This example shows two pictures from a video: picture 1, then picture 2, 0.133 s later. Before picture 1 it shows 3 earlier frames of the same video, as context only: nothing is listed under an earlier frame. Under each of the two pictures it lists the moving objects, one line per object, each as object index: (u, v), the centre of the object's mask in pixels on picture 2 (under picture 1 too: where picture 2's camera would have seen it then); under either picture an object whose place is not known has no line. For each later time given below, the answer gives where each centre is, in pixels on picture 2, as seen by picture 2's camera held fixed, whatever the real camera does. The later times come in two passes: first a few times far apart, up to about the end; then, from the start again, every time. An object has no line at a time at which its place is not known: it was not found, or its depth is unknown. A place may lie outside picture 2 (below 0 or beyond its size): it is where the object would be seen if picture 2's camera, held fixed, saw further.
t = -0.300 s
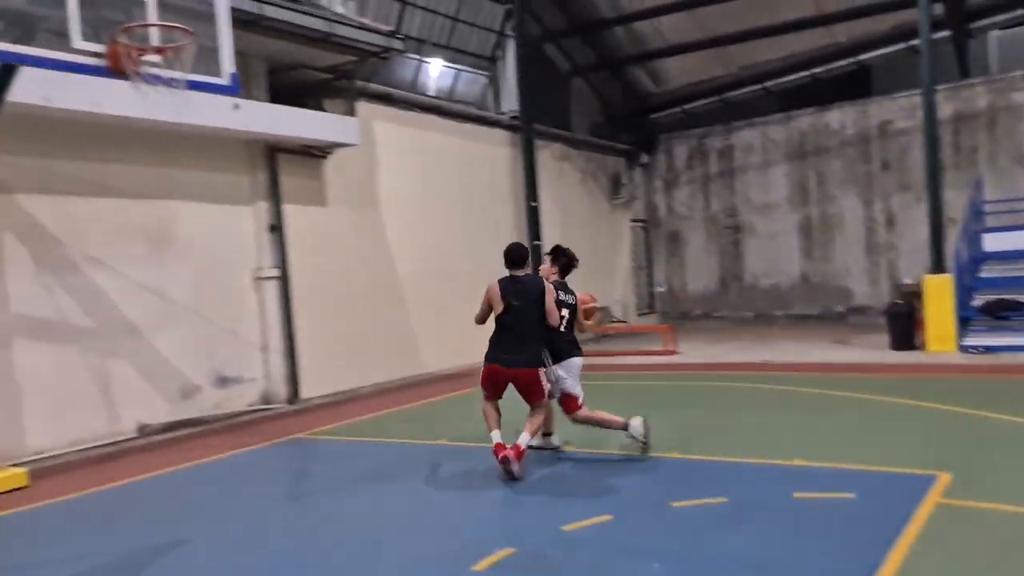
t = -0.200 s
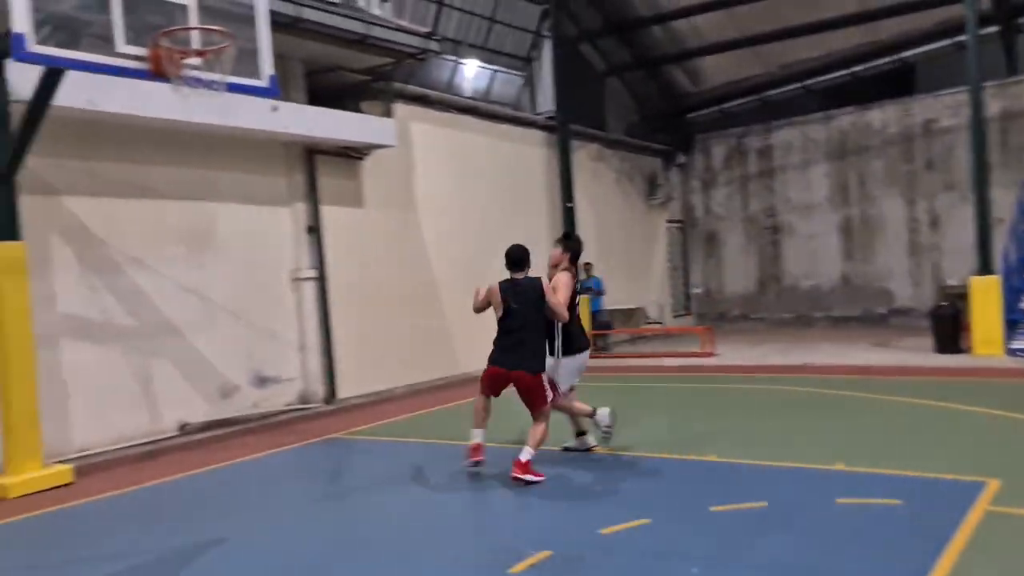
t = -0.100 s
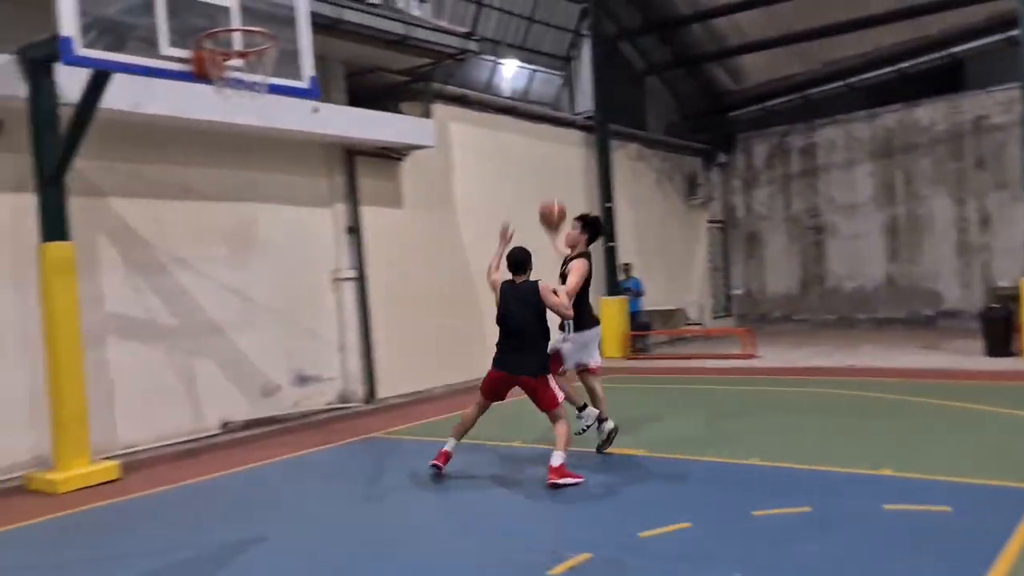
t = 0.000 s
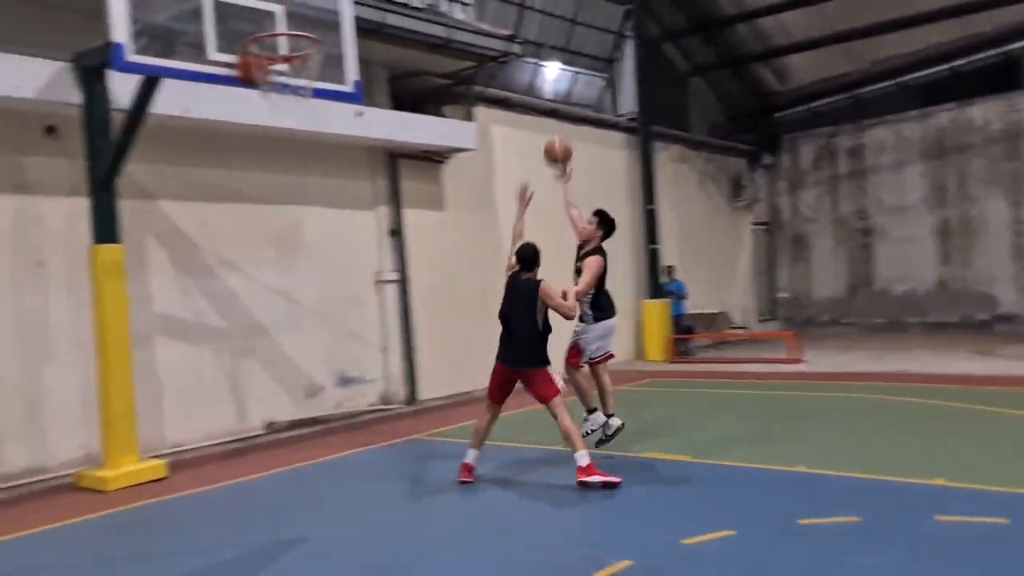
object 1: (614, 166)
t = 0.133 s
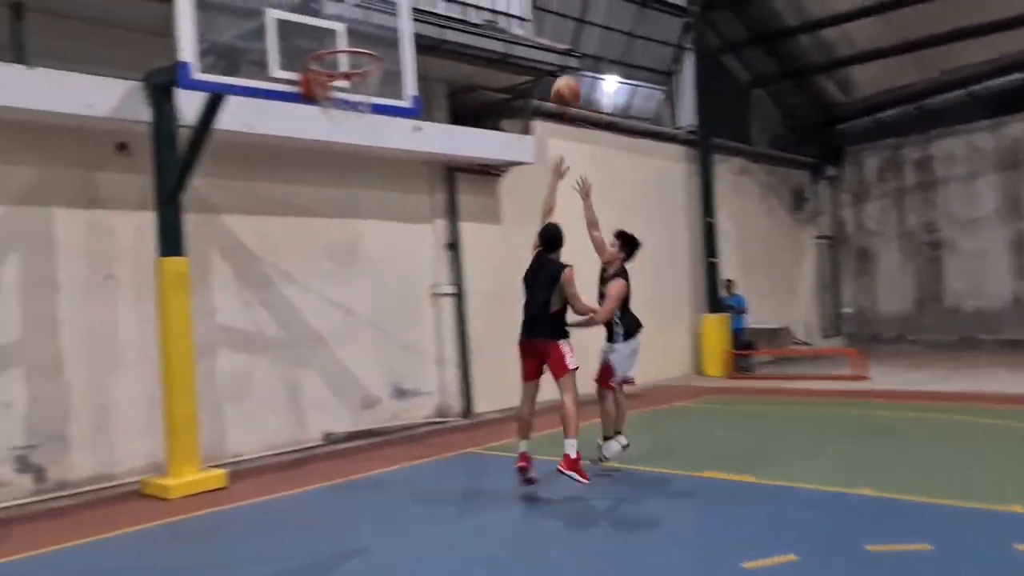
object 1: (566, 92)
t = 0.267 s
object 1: (516, 37)
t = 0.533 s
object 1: (413, -12)
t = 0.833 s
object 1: (342, 16)
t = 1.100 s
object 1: (365, 107)
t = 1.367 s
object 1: (430, 244)
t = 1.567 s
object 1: (485, 414)
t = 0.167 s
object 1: (553, 77)
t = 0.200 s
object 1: (541, 61)
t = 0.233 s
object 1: (528, 49)
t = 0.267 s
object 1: (516, 37)
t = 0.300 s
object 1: (503, 26)
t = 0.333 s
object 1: (490, 18)
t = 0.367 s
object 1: (477, 10)
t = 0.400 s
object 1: (463, 3)
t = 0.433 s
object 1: (452, -3)
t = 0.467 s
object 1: (439, -7)
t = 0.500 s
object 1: (425, -9)
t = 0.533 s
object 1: (413, -12)
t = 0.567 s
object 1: (401, -11)
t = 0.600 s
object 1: (386, -9)
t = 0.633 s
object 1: (373, -6)
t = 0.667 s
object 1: (366, -5)
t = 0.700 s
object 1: (362, -4)
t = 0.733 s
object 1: (356, -1)
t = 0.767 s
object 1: (351, 3)
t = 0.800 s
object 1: (347, 9)
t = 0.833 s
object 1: (342, 16)
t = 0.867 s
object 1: (336, 26)
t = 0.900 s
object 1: (332, 35)
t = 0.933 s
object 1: (327, 46)
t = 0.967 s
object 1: (329, 62)
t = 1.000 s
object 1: (338, 72)
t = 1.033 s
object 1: (345, 83)
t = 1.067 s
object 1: (356, 96)
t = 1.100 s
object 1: (365, 107)
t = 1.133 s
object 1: (373, 118)
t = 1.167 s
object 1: (382, 130)
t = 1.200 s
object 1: (393, 145)
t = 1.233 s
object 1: (399, 161)
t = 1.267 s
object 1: (406, 178)
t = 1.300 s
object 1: (415, 198)
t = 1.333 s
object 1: (420, 220)
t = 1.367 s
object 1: (430, 244)
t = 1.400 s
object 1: (438, 267)
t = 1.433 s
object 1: (447, 294)
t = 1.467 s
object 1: (456, 322)
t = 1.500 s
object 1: (465, 350)
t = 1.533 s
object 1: (474, 381)
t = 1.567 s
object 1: (485, 414)
